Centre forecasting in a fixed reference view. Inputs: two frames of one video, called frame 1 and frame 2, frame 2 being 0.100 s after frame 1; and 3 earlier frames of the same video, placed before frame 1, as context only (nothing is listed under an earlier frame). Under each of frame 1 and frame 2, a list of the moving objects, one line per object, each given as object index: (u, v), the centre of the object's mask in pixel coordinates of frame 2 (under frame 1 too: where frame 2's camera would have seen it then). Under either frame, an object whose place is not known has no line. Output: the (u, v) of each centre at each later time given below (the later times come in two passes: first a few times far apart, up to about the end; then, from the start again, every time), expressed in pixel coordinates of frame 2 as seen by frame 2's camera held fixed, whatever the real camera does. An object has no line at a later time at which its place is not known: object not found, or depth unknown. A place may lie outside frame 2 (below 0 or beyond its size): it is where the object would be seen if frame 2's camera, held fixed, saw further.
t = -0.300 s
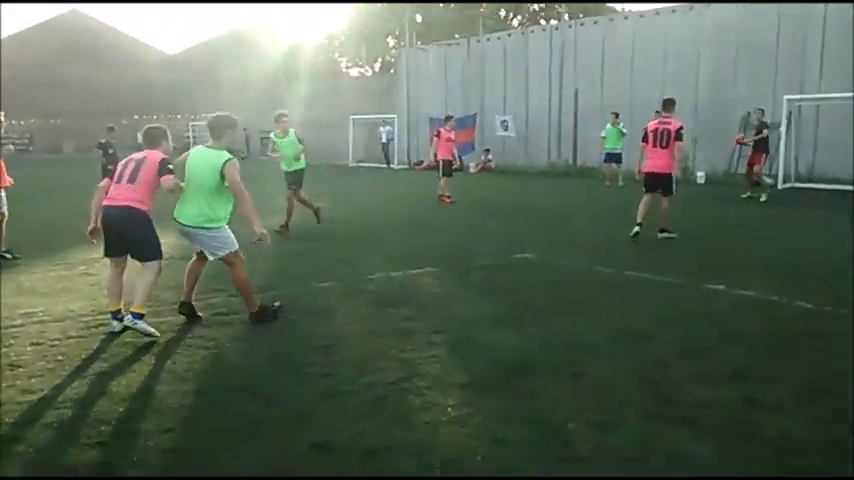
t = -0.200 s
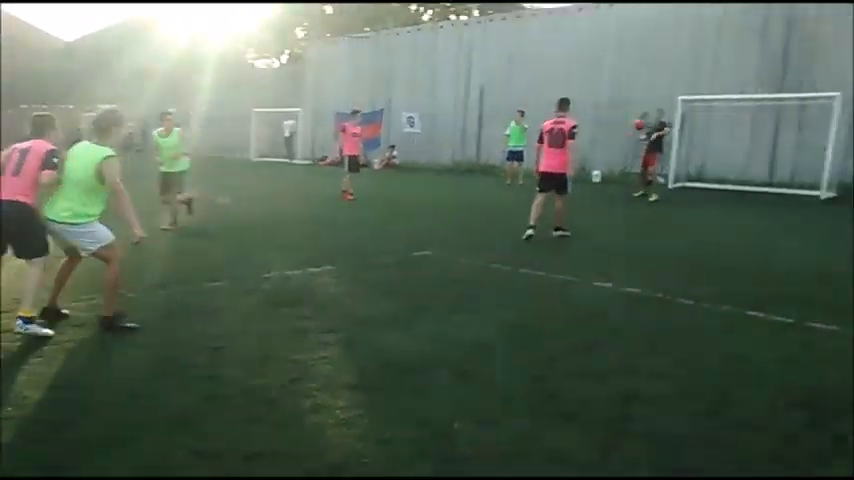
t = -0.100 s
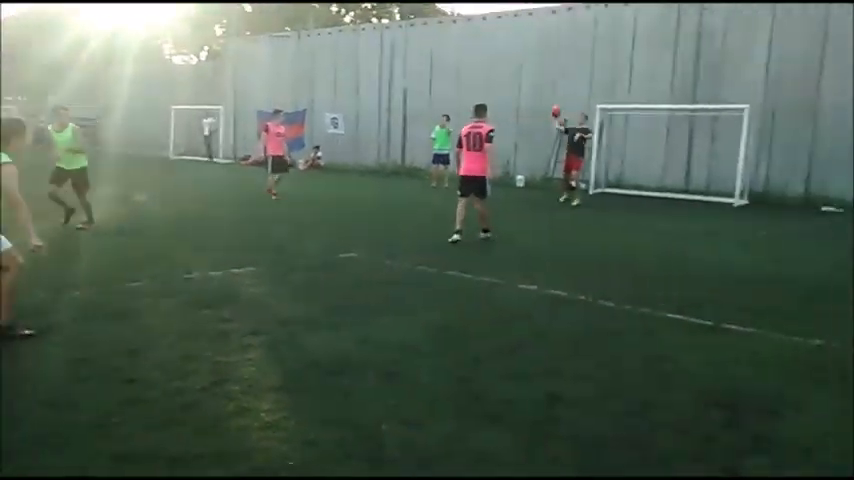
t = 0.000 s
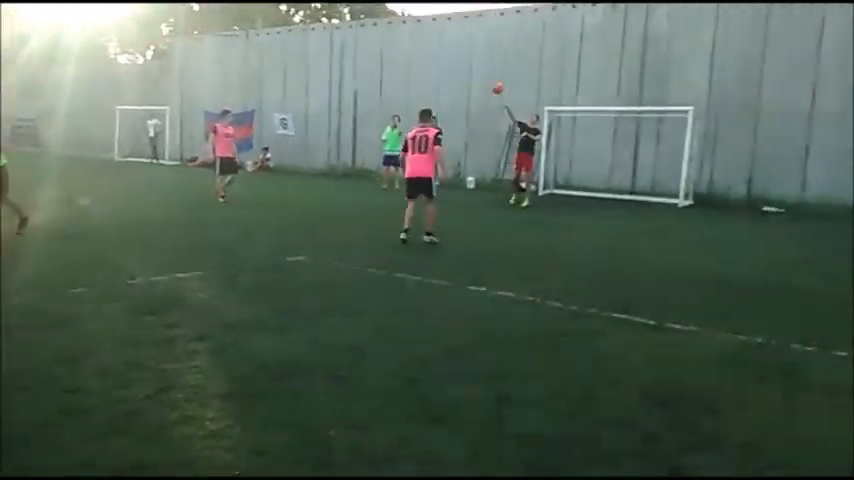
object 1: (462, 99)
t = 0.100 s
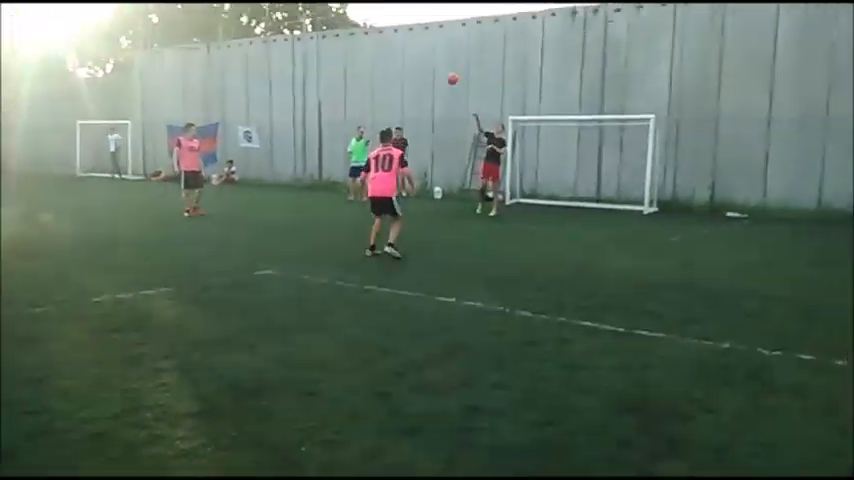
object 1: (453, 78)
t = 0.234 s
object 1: (436, 56)
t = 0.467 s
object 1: (409, 32)
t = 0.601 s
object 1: (388, 30)
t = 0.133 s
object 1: (448, 73)
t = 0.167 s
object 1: (443, 67)
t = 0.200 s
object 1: (440, 62)
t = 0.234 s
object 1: (436, 56)
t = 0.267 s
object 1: (433, 50)
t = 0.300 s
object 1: (428, 47)
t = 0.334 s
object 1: (424, 43)
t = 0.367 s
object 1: (420, 39)
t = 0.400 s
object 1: (416, 36)
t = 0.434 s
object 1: (413, 35)
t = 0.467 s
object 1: (409, 32)
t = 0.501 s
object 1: (404, 31)
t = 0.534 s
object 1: (399, 30)
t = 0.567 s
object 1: (393, 29)
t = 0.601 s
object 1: (388, 30)
